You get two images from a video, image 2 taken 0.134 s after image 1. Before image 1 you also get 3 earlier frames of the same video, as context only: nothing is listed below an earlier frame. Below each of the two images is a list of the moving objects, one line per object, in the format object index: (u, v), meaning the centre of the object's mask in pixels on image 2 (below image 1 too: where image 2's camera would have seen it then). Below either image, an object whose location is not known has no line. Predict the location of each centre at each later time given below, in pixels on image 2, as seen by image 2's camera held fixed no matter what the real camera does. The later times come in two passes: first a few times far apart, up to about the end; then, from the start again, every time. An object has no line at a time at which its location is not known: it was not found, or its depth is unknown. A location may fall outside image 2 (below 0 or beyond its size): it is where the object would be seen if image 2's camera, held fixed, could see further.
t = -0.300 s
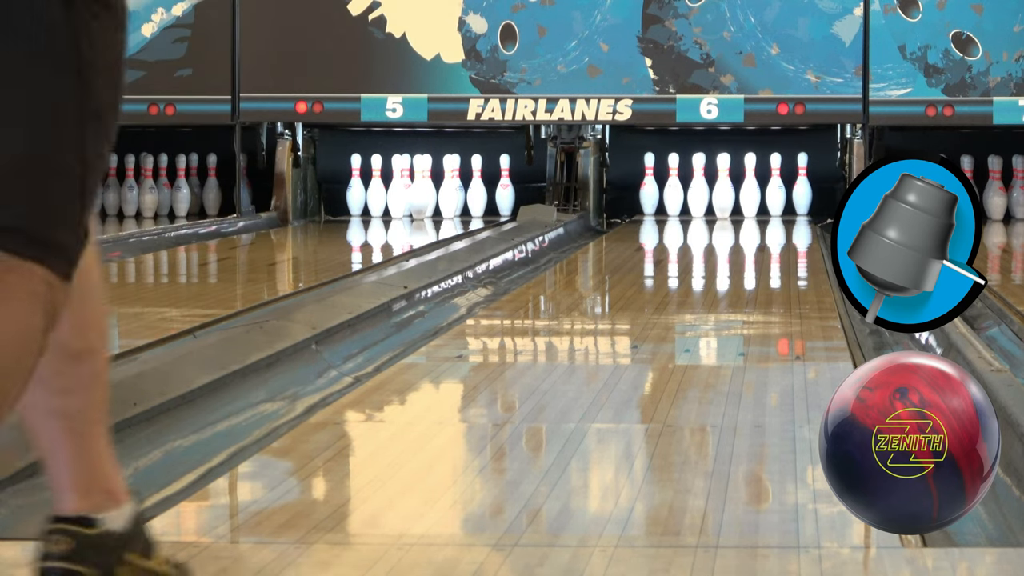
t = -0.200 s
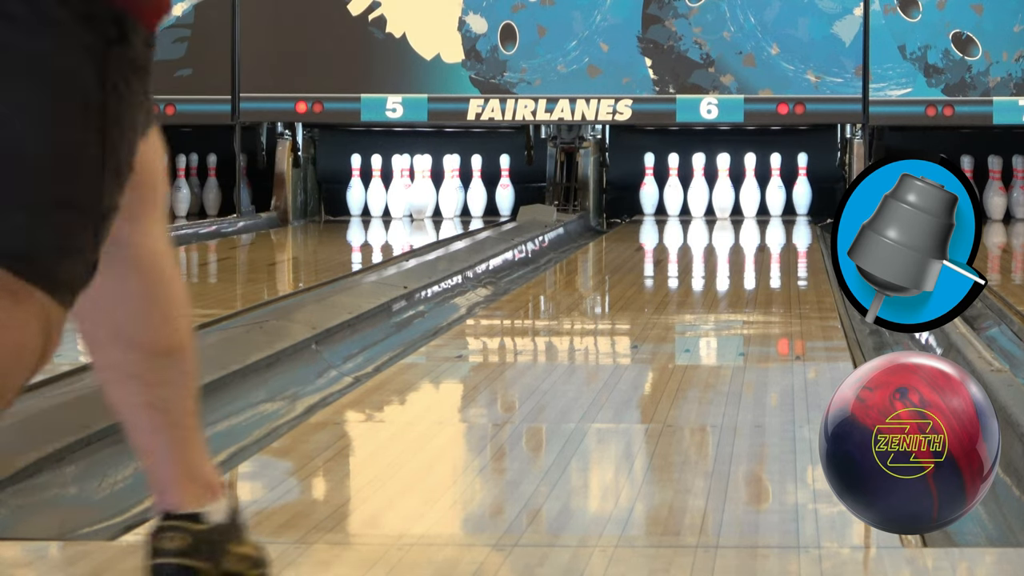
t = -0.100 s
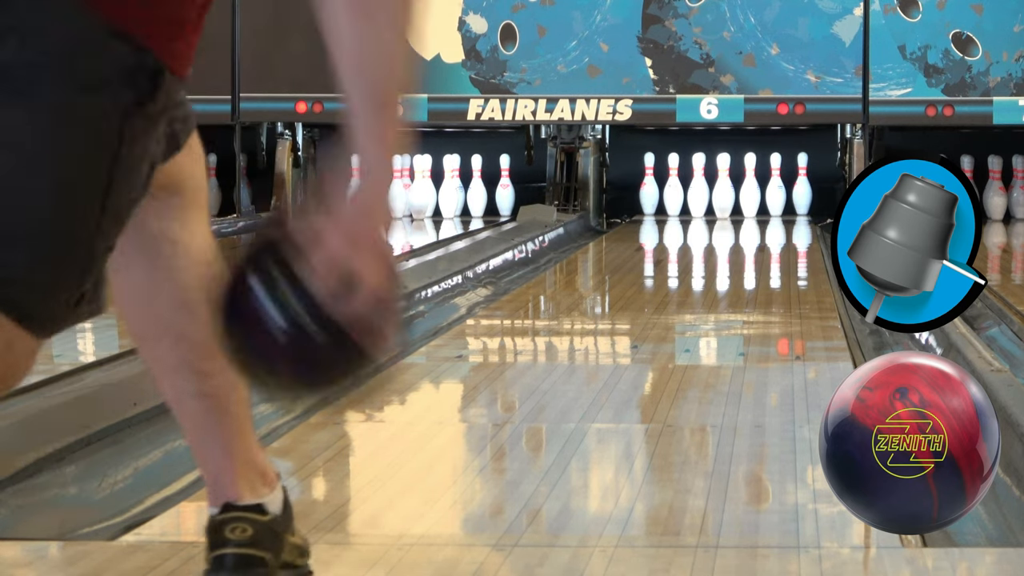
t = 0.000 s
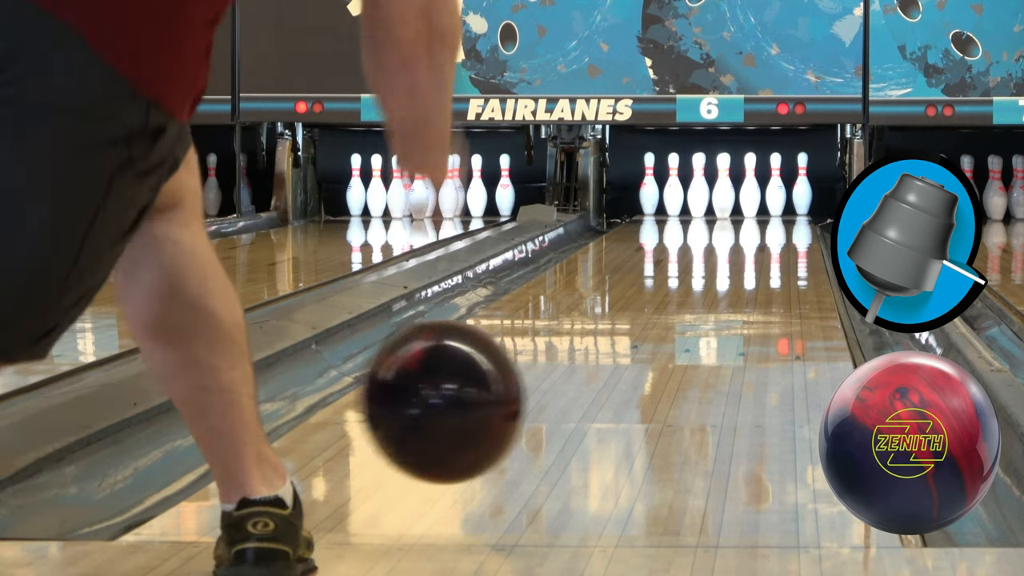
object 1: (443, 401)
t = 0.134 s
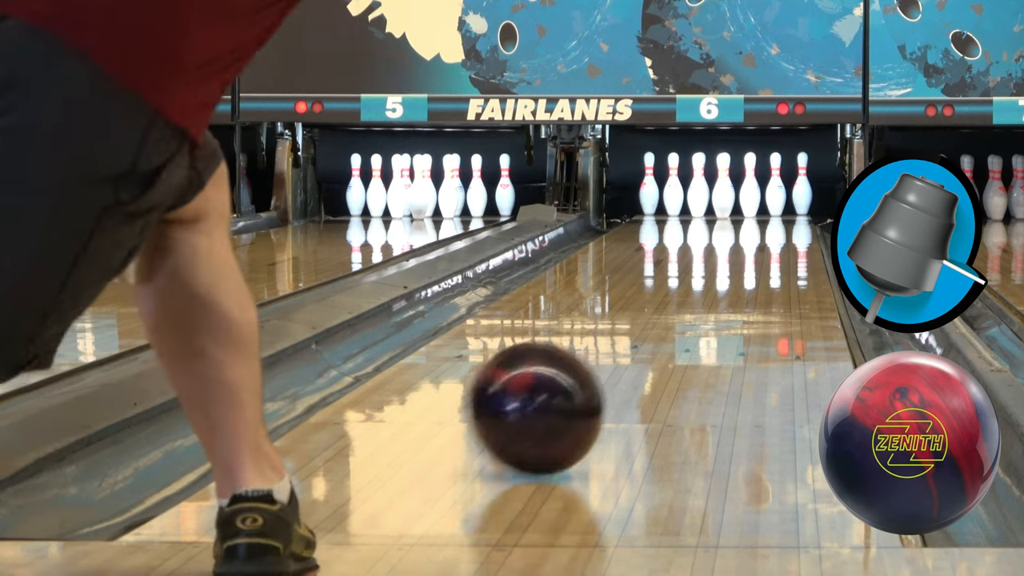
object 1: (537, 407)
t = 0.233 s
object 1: (587, 375)
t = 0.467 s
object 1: (665, 320)
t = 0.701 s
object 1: (713, 286)
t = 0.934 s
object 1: (744, 261)
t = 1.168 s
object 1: (764, 244)
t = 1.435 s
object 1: (779, 228)
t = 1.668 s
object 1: (781, 218)
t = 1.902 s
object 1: (773, 210)
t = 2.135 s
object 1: (753, 204)
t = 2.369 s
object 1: (739, 199)
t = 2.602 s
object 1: (741, 198)
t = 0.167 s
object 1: (555, 399)
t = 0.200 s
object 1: (572, 386)
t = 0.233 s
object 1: (587, 375)
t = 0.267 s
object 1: (601, 364)
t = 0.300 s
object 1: (614, 356)
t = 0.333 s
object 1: (625, 348)
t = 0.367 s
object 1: (637, 340)
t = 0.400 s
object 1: (647, 333)
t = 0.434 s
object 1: (657, 326)
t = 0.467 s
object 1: (665, 320)
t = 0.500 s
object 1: (674, 314)
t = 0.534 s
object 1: (681, 309)
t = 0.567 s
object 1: (688, 304)
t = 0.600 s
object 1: (695, 299)
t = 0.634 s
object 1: (702, 295)
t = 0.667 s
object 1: (708, 290)
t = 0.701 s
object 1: (713, 286)
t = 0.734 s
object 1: (718, 282)
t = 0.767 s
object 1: (723, 278)
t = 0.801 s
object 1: (727, 274)
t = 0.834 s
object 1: (732, 270)
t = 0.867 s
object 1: (736, 267)
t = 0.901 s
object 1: (740, 264)
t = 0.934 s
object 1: (744, 261)
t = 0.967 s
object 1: (747, 259)
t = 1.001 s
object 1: (751, 256)
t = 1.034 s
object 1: (754, 254)
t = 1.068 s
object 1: (757, 251)
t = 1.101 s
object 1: (759, 249)
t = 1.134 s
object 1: (762, 246)
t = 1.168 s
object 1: (764, 244)
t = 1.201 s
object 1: (767, 242)
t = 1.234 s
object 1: (768, 240)
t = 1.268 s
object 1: (771, 239)
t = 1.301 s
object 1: (773, 236)
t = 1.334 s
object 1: (774, 234)
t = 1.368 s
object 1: (776, 232)
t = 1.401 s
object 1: (777, 230)
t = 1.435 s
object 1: (779, 228)
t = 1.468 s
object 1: (780, 227)
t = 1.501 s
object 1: (781, 225)
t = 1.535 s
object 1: (781, 224)
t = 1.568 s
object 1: (781, 222)
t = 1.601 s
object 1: (782, 221)
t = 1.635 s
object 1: (781, 219)
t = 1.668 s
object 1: (781, 218)
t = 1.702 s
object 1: (780, 217)
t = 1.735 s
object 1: (780, 216)
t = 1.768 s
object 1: (779, 215)
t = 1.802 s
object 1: (778, 214)
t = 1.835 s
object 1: (777, 213)
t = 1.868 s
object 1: (775, 212)
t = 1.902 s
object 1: (773, 210)
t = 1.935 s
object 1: (770, 209)
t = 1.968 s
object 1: (768, 208)
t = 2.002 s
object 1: (765, 207)
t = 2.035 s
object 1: (763, 206)
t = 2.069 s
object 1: (760, 206)
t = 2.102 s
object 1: (756, 205)
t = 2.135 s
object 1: (753, 204)
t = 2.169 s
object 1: (750, 203)
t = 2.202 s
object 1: (747, 202)
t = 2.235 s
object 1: (743, 202)
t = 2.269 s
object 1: (739, 201)
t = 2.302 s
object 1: (741, 200)
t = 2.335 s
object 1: (740, 200)
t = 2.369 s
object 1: (739, 199)
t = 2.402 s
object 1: (739, 199)
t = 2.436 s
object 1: (739, 199)
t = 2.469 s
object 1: (740, 198)
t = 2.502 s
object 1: (740, 198)
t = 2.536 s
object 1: (741, 197)
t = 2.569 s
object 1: (742, 197)
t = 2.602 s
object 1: (741, 198)
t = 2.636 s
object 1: (741, 200)
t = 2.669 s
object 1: (740, 203)
